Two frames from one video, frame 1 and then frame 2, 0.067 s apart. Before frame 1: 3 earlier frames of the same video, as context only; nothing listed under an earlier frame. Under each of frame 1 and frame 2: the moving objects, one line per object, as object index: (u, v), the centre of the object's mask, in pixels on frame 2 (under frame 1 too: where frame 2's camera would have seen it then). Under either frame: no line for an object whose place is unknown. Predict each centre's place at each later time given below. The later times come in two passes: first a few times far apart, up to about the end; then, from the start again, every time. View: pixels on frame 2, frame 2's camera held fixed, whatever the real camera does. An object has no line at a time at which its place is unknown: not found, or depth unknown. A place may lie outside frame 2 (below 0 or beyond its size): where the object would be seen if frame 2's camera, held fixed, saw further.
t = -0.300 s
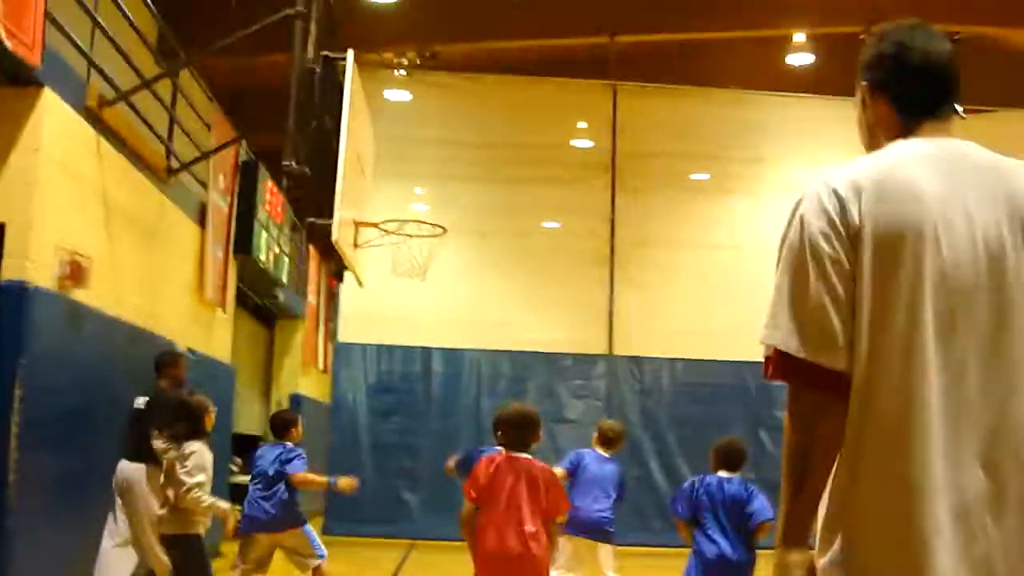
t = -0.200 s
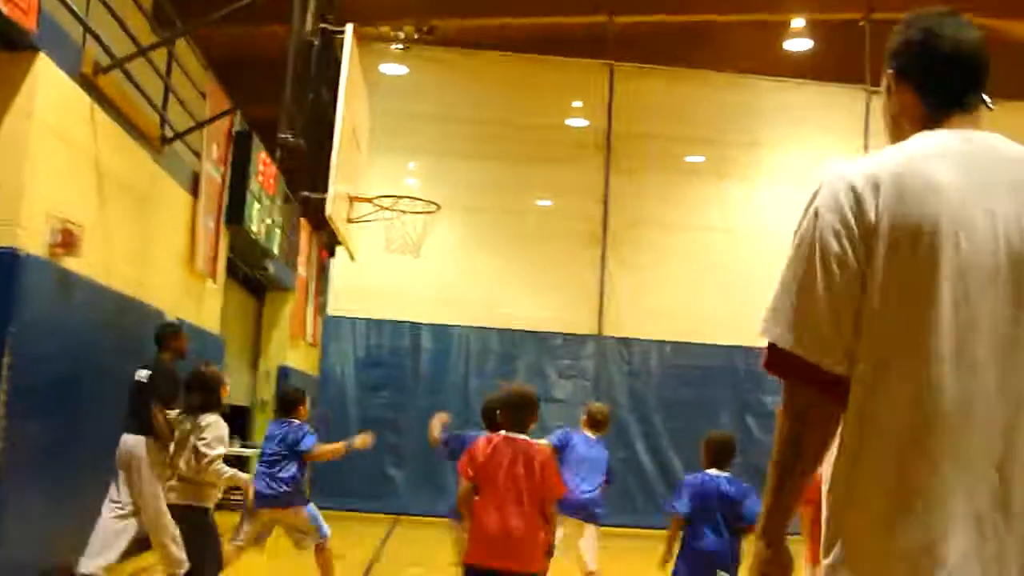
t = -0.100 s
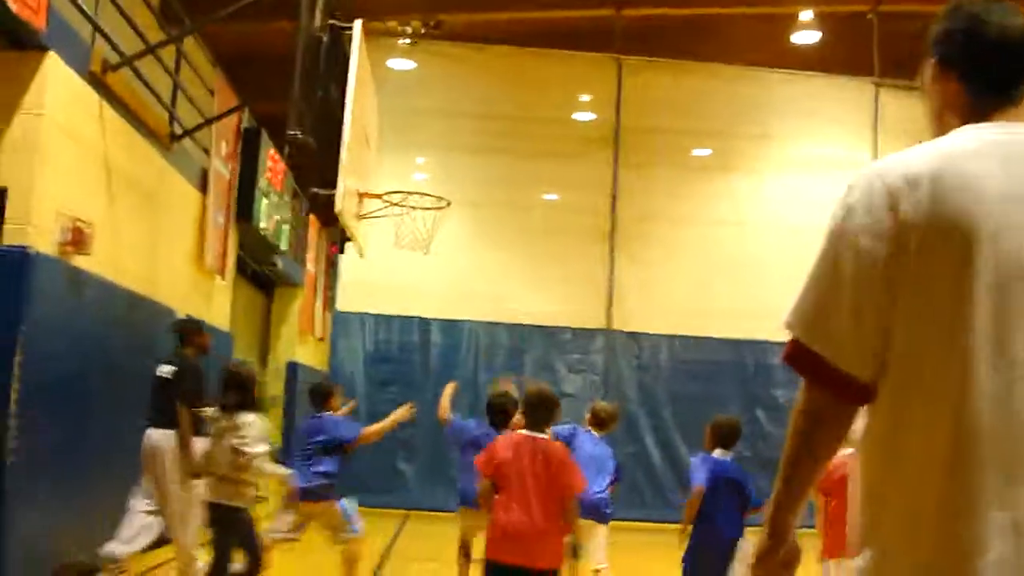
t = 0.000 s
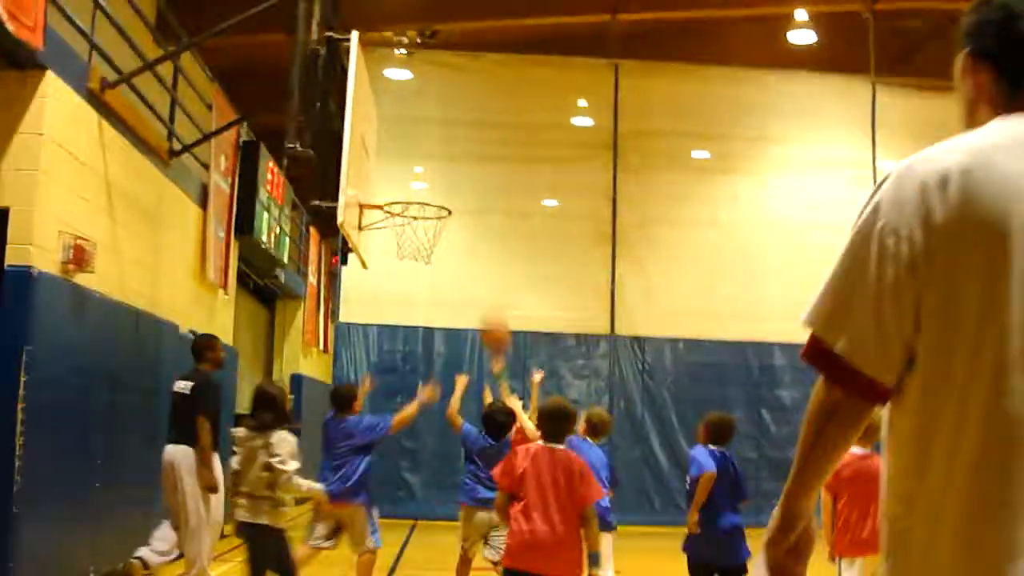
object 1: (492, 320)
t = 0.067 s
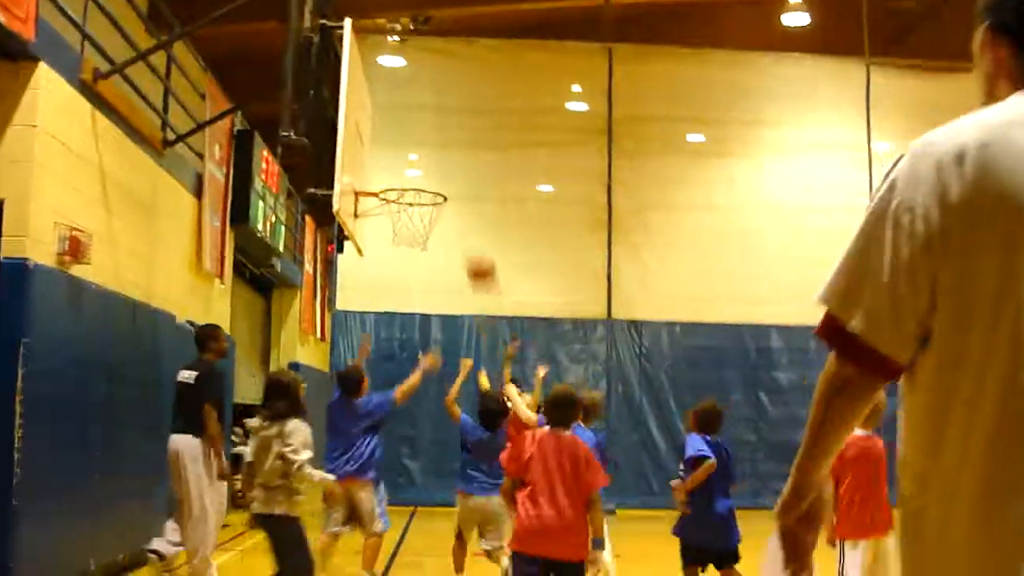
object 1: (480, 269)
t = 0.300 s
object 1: (446, 153)
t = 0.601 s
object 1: (397, 104)
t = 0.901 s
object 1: (408, 163)
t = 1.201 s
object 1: (418, 213)
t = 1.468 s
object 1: (412, 236)
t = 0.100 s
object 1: (475, 247)
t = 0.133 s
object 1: (471, 227)
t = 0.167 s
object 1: (465, 210)
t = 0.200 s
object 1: (460, 195)
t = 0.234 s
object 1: (456, 180)
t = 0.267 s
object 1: (451, 166)
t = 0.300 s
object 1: (446, 153)
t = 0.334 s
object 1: (440, 143)
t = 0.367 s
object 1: (435, 133)
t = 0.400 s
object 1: (430, 125)
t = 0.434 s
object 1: (425, 117)
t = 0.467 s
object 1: (419, 113)
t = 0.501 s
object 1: (414, 108)
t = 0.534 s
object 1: (408, 105)
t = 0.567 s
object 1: (403, 104)
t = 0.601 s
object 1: (397, 104)
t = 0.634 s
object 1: (391, 106)
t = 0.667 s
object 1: (386, 109)
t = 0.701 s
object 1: (381, 113)
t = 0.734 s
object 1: (385, 117)
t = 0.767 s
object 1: (389, 124)
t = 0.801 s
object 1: (394, 132)
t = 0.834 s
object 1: (398, 141)
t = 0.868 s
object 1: (403, 151)
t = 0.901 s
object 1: (408, 163)
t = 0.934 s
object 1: (413, 175)
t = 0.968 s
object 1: (418, 189)
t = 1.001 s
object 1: (419, 198)
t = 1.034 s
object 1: (419, 203)
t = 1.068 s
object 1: (419, 208)
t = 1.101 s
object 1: (420, 214)
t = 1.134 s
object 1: (419, 215)
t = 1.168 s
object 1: (419, 213)
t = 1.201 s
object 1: (418, 213)
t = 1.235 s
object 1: (418, 211)
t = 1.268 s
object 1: (417, 214)
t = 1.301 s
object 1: (417, 217)
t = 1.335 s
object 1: (416, 220)
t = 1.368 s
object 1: (415, 223)
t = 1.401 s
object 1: (414, 227)
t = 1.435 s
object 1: (413, 231)
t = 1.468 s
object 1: (412, 236)
